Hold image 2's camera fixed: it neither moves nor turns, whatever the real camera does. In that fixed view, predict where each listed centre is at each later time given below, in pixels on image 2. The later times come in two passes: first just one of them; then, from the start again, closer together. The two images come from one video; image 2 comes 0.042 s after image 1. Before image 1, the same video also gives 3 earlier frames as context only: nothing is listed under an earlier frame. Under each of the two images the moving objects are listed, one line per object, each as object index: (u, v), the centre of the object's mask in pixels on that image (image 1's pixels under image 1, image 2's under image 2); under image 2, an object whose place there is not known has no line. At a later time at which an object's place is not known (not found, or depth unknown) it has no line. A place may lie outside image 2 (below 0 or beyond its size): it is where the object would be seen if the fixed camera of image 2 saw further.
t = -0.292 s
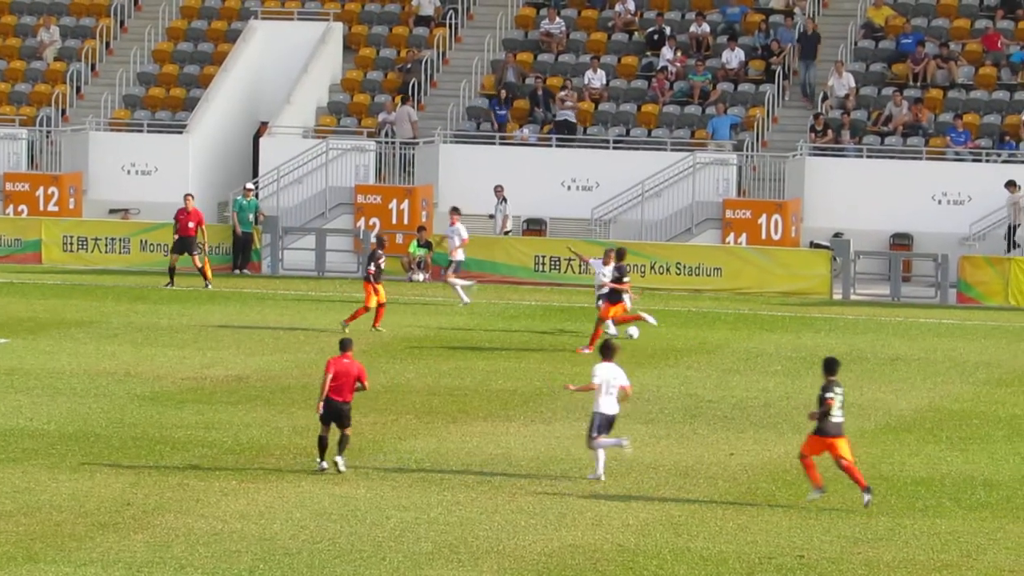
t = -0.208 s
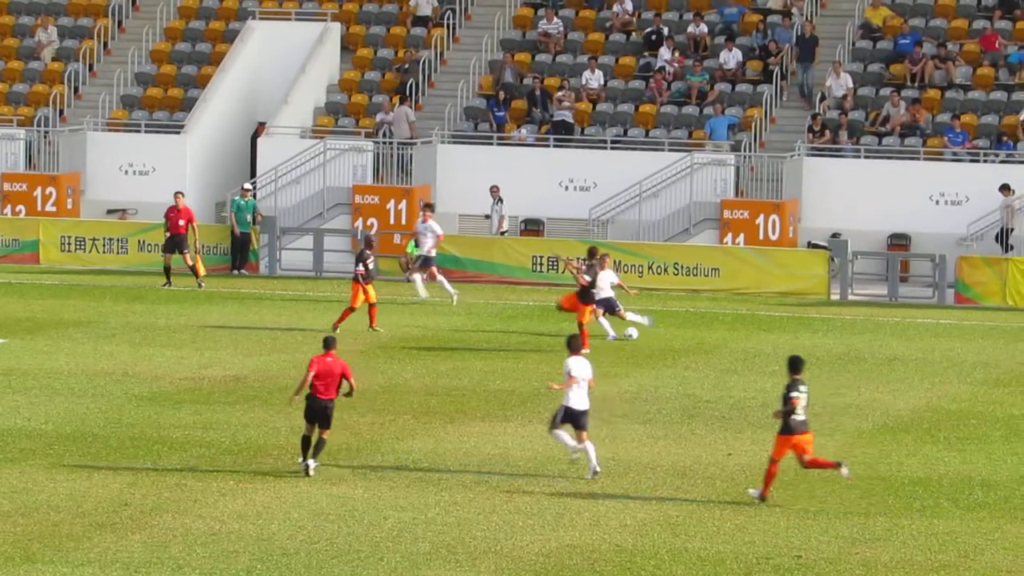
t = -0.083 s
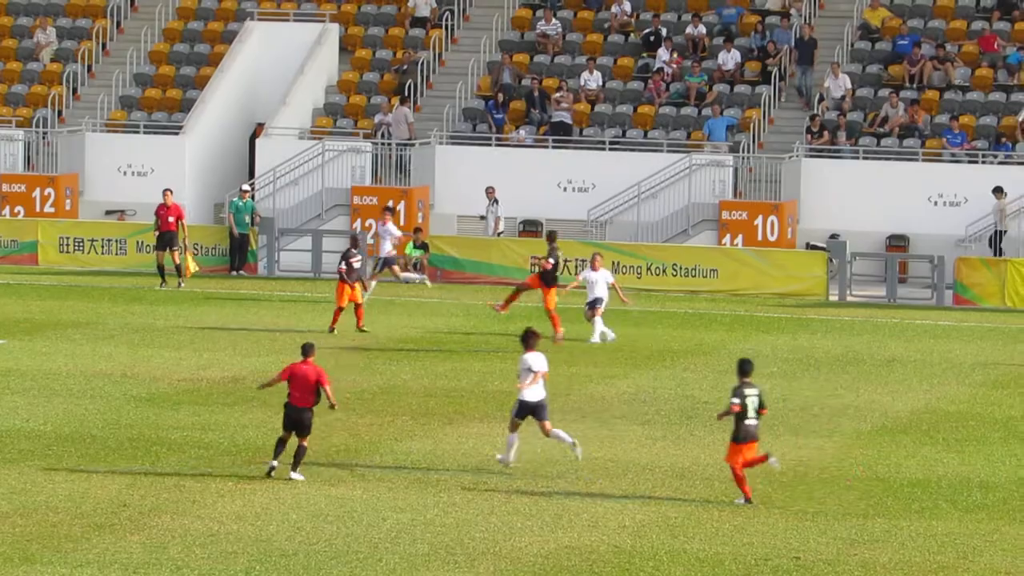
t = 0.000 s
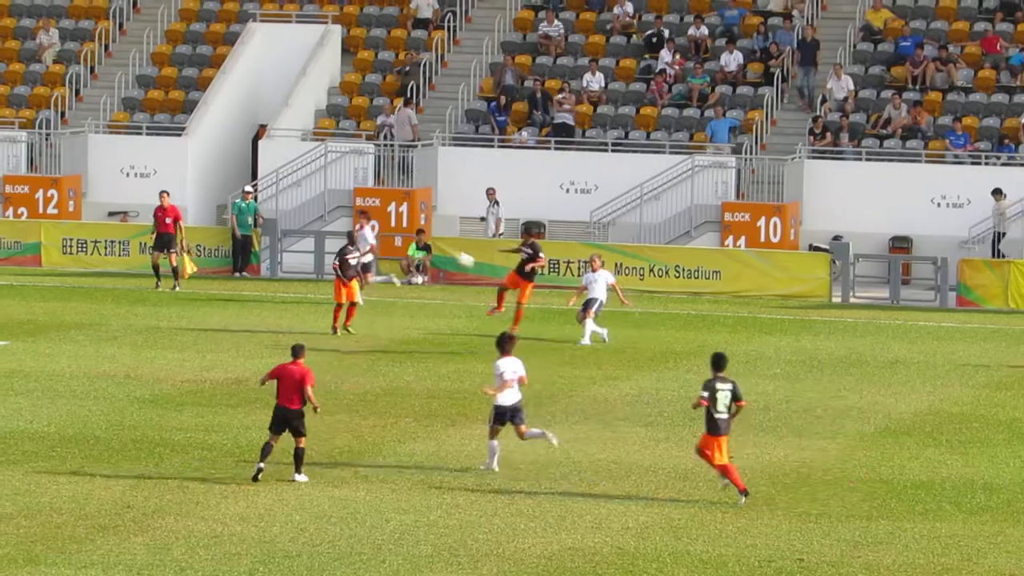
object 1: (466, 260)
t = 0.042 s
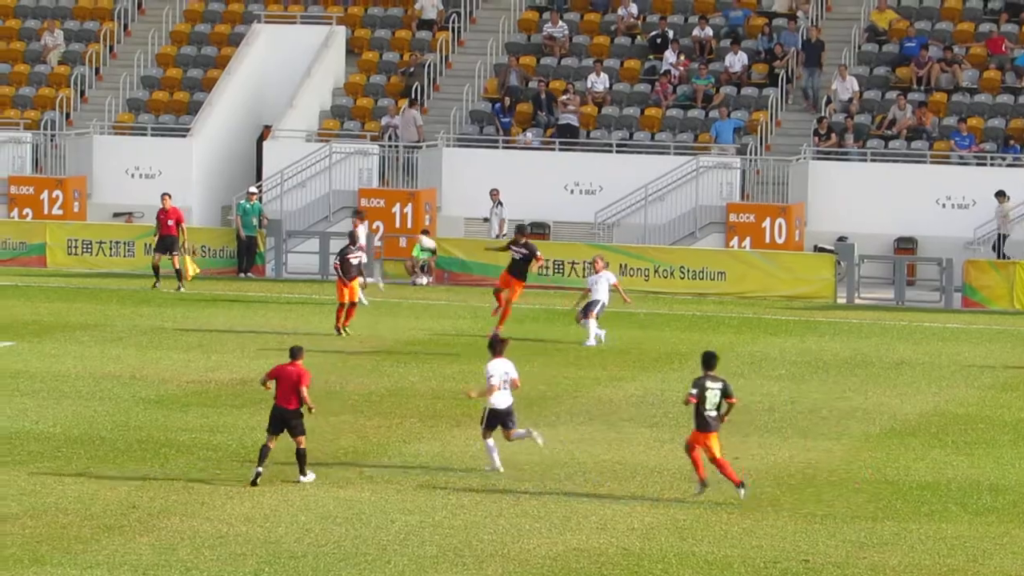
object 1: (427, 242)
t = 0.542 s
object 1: (-93, 62)
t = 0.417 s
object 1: (48, 100)
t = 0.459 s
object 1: (3, 87)
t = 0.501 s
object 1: (-45, 74)
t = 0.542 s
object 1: (-93, 62)
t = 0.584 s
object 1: (-141, 50)
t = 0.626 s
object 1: (-190, 39)
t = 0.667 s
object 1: (-238, 28)
